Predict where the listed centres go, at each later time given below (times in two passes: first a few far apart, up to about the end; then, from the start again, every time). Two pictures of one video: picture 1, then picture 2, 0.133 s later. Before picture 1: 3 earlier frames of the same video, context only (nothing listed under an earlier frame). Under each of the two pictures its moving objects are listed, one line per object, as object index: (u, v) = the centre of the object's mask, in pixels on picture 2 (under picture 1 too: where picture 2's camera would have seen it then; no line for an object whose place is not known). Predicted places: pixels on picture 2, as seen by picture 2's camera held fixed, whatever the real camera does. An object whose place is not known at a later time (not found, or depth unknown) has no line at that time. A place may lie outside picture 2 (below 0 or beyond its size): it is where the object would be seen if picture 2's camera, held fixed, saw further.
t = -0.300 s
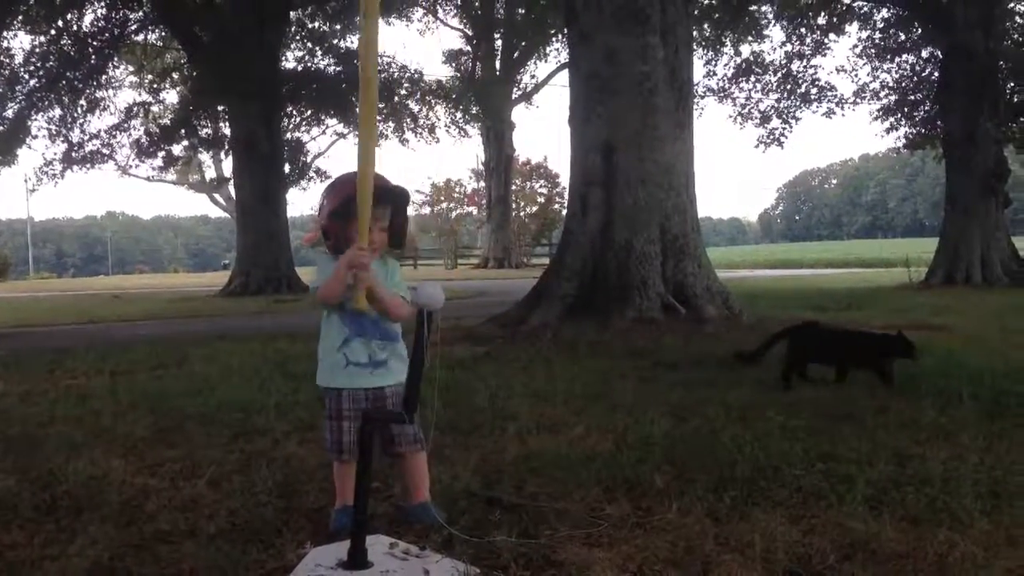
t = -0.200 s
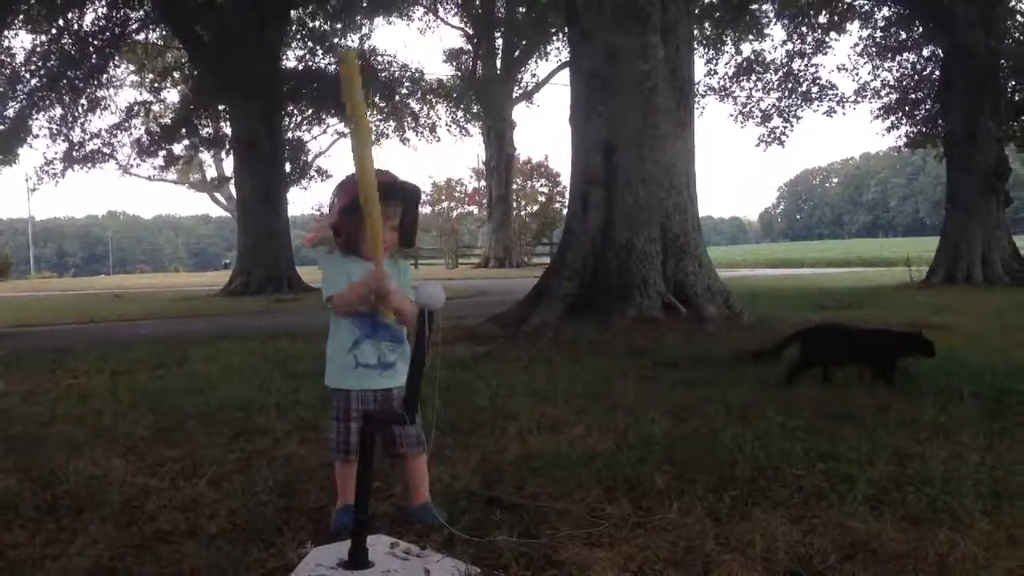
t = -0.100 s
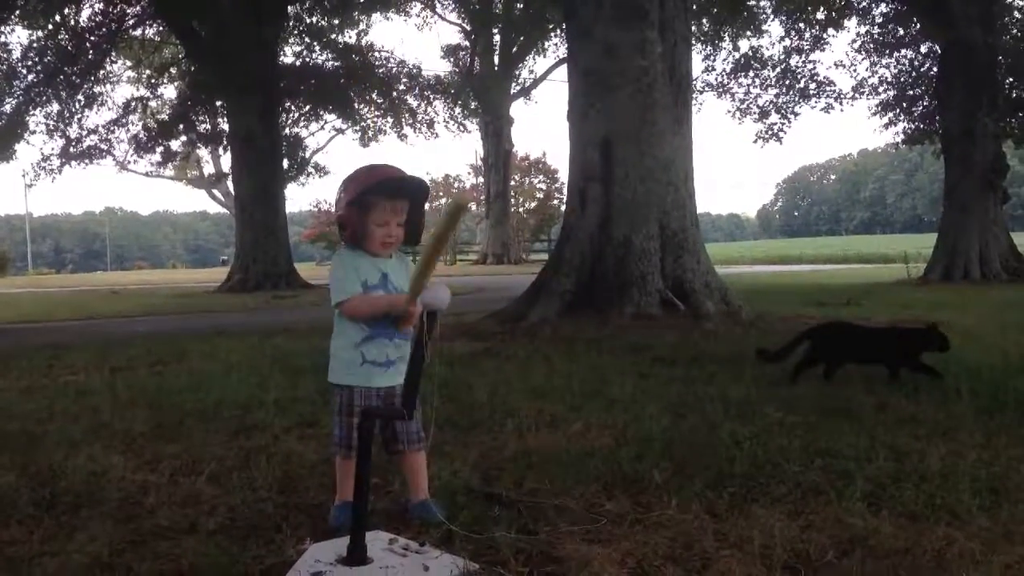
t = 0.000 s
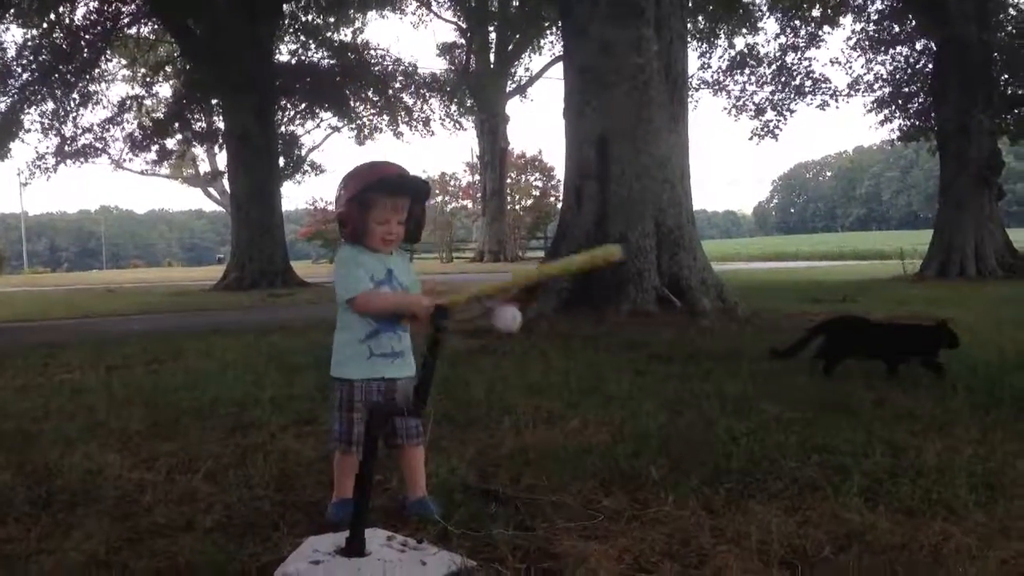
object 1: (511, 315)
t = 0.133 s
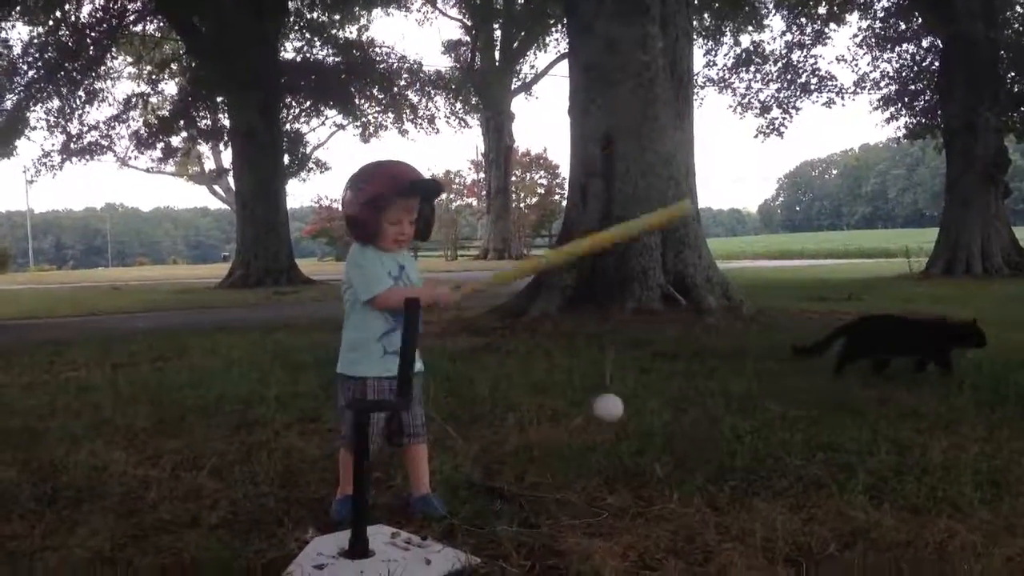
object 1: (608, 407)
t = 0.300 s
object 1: (705, 483)
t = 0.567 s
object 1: (810, 490)
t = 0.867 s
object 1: (873, 509)
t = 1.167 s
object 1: (884, 515)
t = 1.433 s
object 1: (884, 515)
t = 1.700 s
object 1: (883, 516)
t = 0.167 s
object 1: (631, 439)
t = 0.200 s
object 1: (653, 475)
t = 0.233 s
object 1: (675, 512)
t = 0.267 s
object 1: (691, 503)
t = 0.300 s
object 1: (705, 483)
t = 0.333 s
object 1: (719, 469)
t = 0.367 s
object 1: (732, 458)
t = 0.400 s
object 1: (746, 452)
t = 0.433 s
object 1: (758, 451)
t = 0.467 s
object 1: (771, 454)
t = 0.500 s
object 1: (784, 462)
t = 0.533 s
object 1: (796, 473)
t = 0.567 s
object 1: (810, 490)
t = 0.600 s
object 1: (822, 509)
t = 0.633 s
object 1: (831, 507)
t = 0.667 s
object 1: (839, 499)
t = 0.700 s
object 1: (845, 494)
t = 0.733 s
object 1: (852, 494)
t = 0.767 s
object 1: (858, 499)
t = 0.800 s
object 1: (864, 508)
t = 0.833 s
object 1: (869, 512)
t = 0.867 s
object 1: (873, 509)
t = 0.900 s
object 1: (876, 511)
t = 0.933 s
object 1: (878, 513)
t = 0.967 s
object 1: (881, 515)
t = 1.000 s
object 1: (884, 516)
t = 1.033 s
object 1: (885, 516)
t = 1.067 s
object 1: (887, 516)
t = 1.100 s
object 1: (886, 516)
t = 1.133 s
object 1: (885, 516)
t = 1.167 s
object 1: (884, 515)
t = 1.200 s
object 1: (884, 515)
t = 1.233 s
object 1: (884, 515)
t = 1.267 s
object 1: (884, 515)
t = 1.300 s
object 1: (884, 515)
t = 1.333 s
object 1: (884, 515)
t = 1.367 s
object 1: (884, 516)
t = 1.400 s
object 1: (884, 516)
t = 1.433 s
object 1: (884, 515)
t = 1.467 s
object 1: (884, 515)
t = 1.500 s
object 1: (884, 515)
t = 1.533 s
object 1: (884, 516)
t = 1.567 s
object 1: (884, 516)
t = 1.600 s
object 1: (884, 516)
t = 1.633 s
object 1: (884, 516)
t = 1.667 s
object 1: (884, 516)
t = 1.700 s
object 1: (883, 516)
